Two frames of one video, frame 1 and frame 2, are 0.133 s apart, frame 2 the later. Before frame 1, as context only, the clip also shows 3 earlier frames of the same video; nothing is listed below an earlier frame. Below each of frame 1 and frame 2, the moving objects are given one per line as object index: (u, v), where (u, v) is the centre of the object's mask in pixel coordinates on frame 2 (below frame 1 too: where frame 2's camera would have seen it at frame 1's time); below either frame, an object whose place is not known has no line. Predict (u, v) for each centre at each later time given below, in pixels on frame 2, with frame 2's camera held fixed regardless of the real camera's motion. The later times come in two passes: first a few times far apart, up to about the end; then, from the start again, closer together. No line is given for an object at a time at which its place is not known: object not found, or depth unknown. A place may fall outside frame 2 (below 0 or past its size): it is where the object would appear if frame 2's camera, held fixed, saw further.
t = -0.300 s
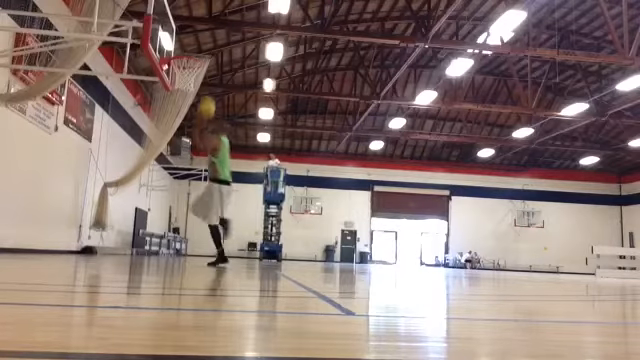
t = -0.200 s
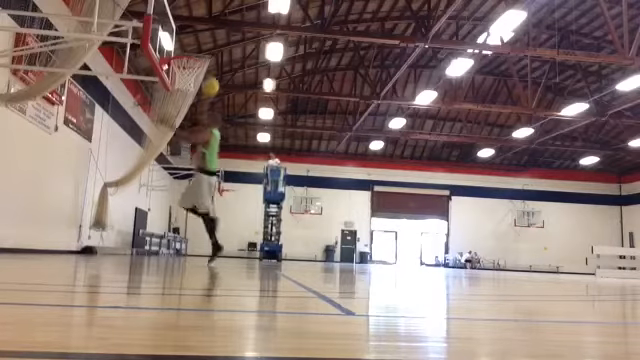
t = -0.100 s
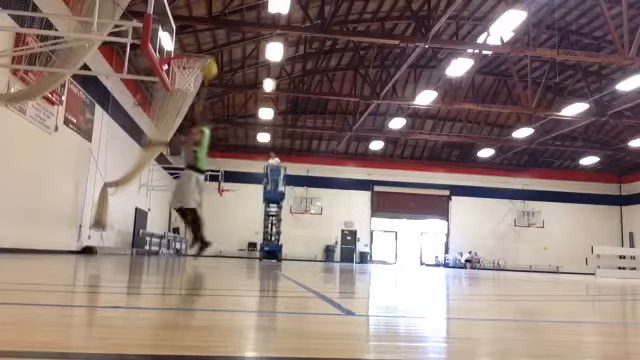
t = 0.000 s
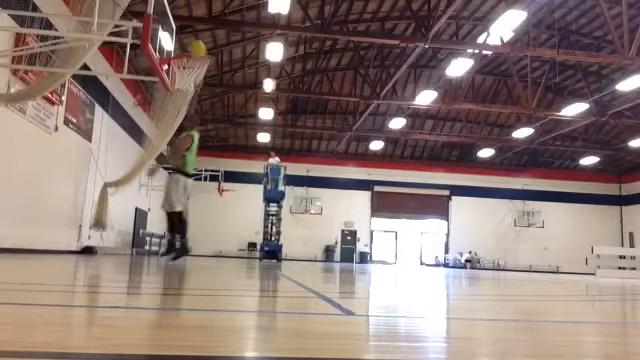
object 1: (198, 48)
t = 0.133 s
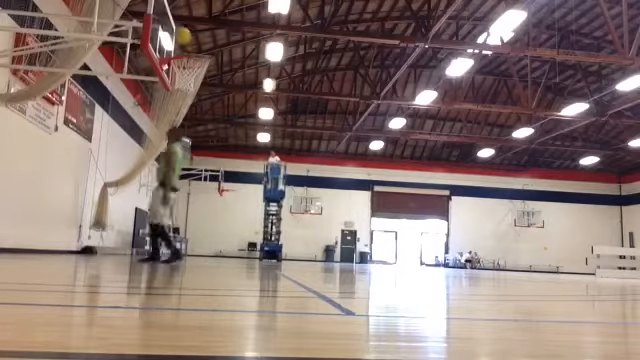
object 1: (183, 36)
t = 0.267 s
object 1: (171, 31)
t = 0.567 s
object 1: (198, 77)
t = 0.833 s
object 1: (196, 107)
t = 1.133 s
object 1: (185, 196)
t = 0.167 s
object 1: (180, 34)
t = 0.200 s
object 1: (175, 32)
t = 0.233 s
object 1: (170, 31)
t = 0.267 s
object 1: (171, 31)
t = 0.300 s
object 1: (175, 36)
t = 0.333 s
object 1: (178, 39)
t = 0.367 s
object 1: (181, 44)
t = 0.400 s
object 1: (183, 48)
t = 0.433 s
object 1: (185, 51)
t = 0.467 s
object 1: (189, 52)
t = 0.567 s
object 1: (198, 77)
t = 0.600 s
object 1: (198, 78)
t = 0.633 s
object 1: (198, 79)
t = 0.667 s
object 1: (198, 82)
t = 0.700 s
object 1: (197, 83)
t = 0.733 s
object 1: (197, 91)
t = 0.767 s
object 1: (196, 95)
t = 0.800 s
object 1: (196, 101)
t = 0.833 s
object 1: (196, 107)
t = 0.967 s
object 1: (192, 138)
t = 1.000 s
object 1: (190, 148)
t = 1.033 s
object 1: (191, 156)
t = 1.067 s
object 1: (189, 168)
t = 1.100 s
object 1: (186, 182)
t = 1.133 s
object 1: (185, 196)
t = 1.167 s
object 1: (185, 207)
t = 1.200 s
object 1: (183, 218)
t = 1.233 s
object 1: (184, 234)
